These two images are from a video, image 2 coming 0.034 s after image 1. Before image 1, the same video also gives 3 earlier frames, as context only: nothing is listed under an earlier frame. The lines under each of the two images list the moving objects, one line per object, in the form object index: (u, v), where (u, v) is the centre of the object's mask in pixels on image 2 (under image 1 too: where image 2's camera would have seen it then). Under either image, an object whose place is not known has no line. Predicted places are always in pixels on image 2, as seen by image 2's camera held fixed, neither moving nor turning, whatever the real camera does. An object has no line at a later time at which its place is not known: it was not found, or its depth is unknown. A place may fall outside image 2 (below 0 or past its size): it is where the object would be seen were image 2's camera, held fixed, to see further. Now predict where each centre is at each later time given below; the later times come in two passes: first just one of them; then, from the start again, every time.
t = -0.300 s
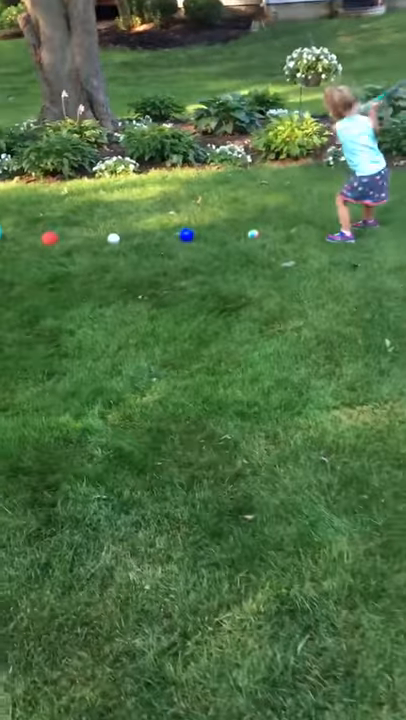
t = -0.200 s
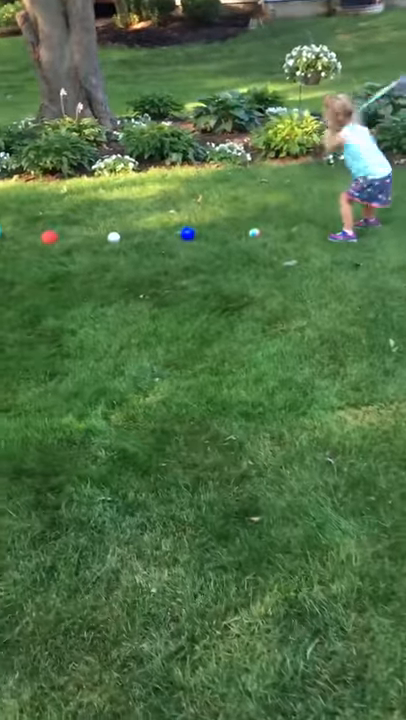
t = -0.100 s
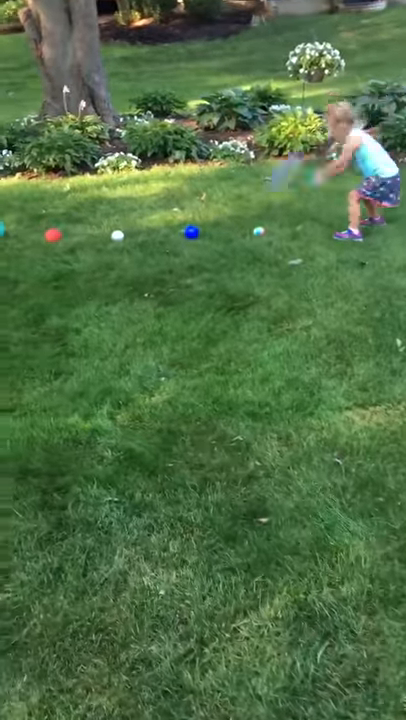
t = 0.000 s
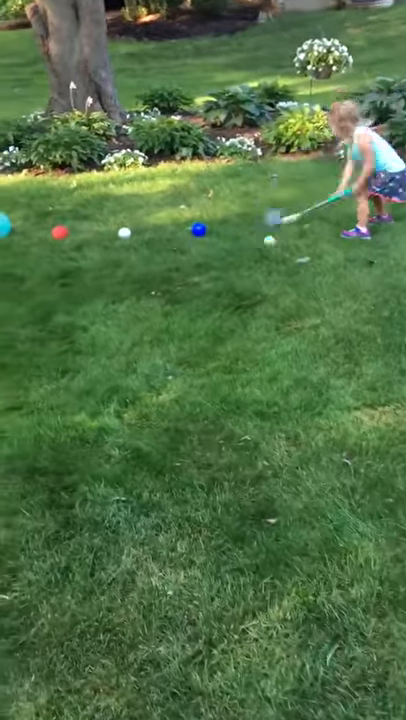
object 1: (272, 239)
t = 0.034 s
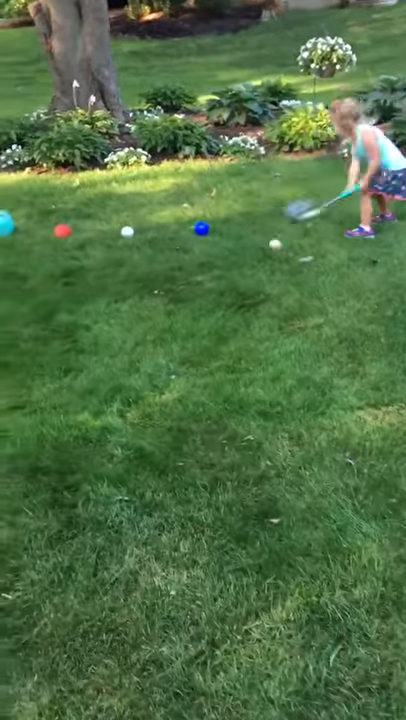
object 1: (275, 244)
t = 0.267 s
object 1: (294, 296)
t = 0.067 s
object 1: (277, 249)
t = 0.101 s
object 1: (280, 257)
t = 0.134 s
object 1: (282, 265)
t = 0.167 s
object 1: (286, 274)
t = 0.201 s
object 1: (288, 280)
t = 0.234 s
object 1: (290, 288)
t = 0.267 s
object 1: (294, 296)
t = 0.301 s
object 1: (295, 303)
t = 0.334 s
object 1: (299, 310)
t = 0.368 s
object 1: (302, 319)
